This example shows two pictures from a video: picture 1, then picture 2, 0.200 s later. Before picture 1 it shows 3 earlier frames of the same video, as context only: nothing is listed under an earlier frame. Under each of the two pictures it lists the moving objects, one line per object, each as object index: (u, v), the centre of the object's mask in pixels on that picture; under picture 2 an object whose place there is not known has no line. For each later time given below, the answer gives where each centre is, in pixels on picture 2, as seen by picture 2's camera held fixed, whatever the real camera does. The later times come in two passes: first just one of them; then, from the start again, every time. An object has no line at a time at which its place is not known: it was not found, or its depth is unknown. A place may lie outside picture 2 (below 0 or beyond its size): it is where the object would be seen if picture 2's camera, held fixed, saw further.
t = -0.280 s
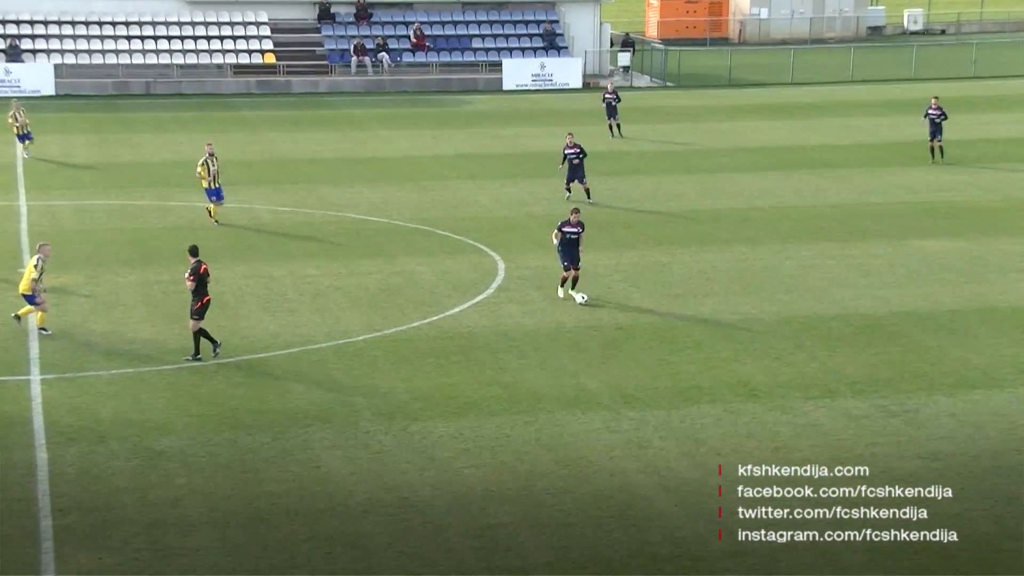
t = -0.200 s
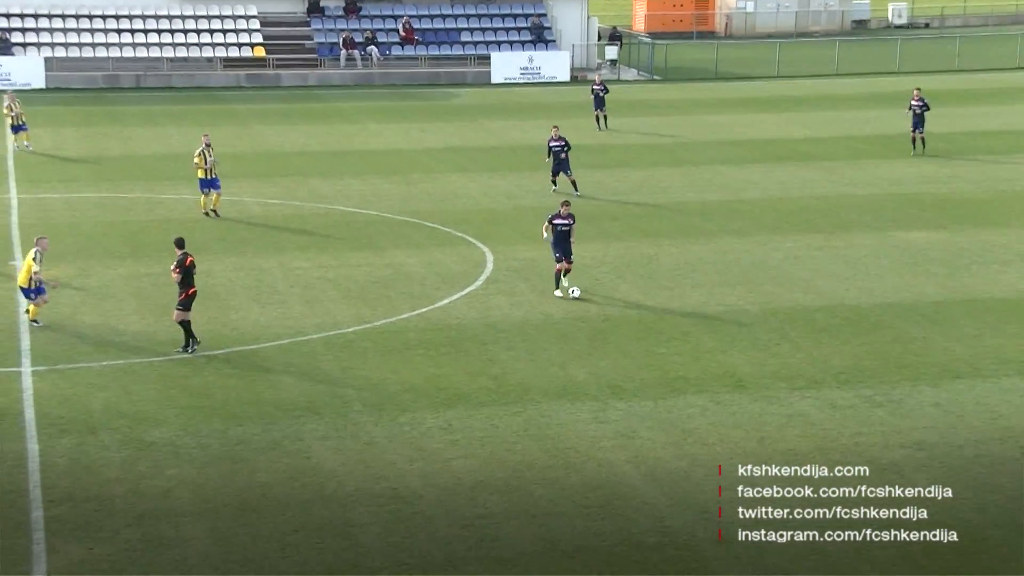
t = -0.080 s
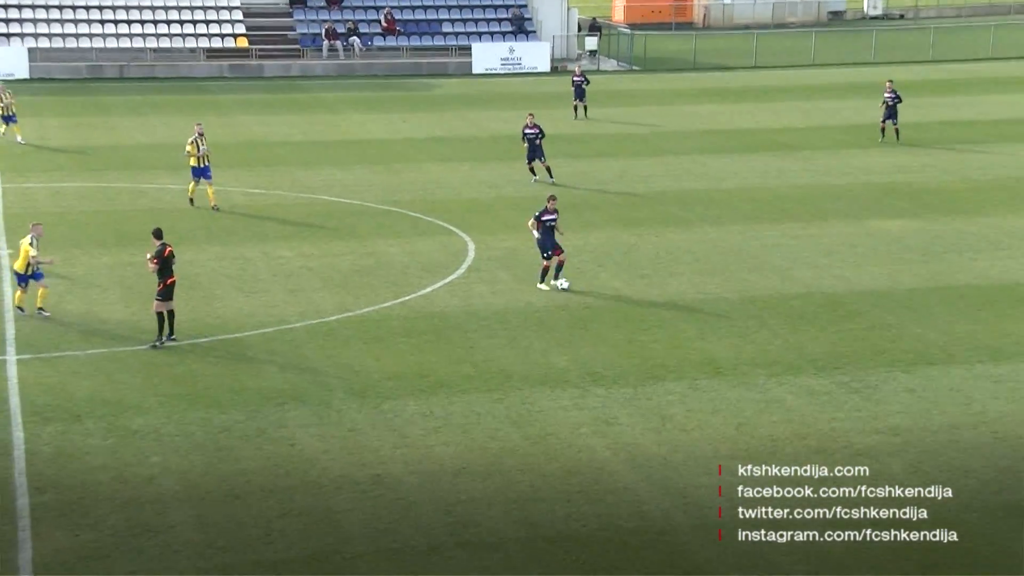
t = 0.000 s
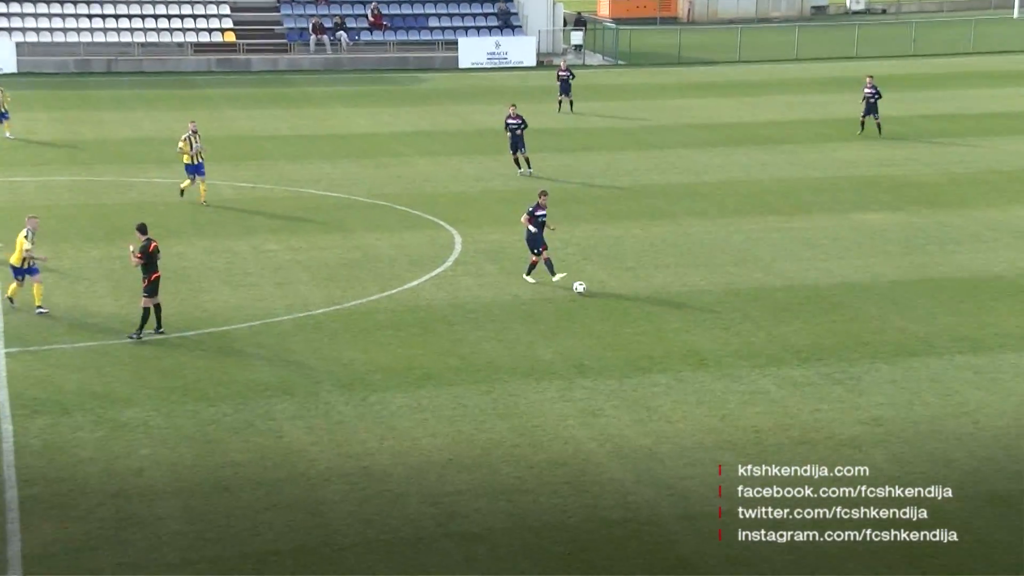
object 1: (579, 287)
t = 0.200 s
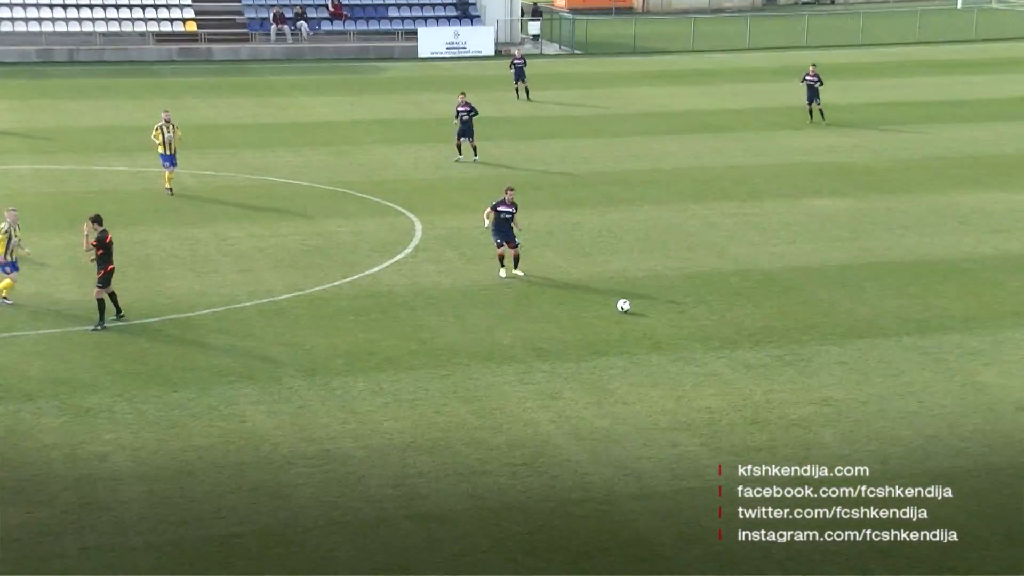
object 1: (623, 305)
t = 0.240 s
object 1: (640, 312)
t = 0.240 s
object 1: (640, 312)
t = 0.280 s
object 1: (657, 318)
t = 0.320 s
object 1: (672, 324)
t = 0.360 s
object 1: (688, 330)
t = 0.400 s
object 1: (705, 337)
